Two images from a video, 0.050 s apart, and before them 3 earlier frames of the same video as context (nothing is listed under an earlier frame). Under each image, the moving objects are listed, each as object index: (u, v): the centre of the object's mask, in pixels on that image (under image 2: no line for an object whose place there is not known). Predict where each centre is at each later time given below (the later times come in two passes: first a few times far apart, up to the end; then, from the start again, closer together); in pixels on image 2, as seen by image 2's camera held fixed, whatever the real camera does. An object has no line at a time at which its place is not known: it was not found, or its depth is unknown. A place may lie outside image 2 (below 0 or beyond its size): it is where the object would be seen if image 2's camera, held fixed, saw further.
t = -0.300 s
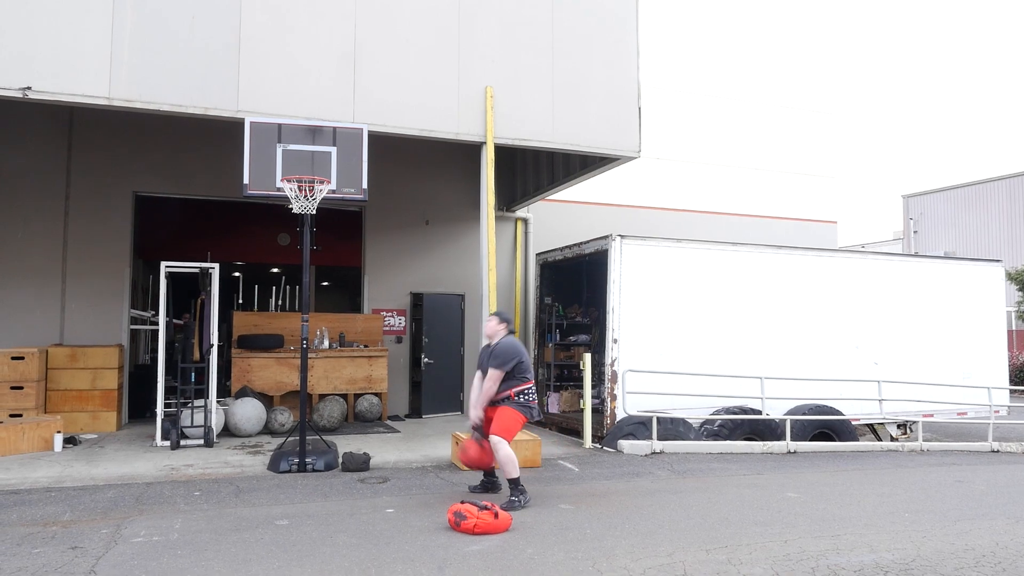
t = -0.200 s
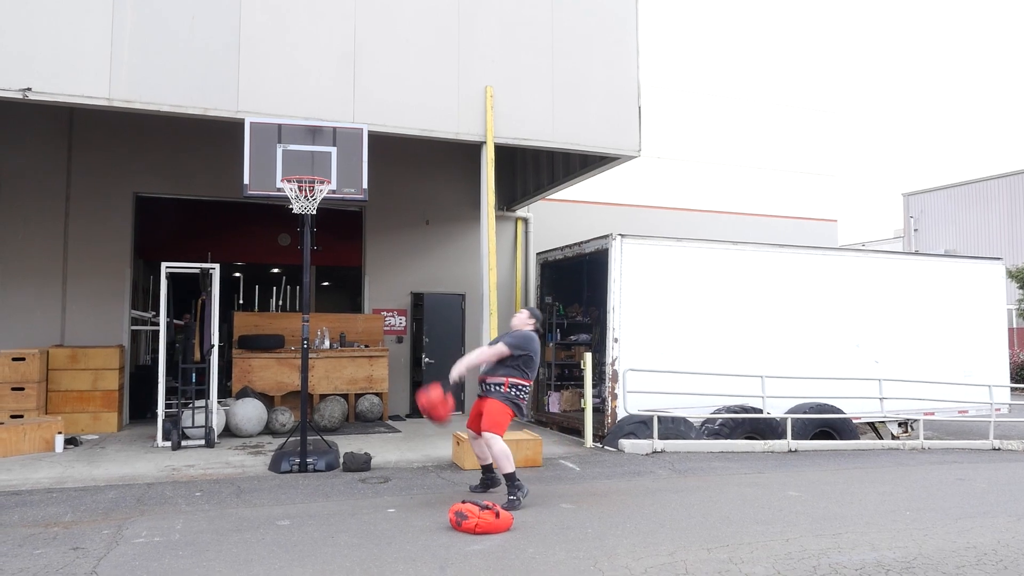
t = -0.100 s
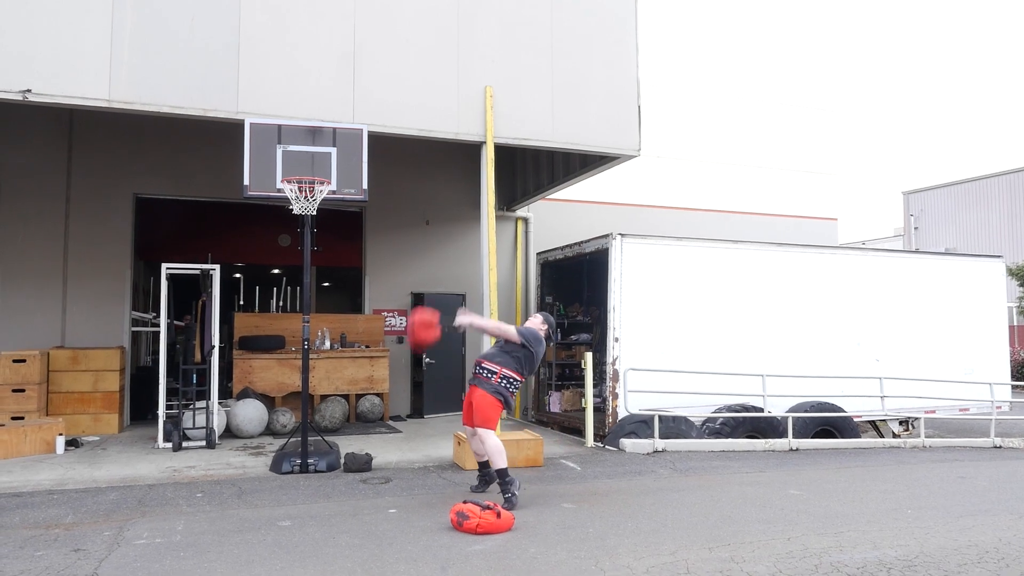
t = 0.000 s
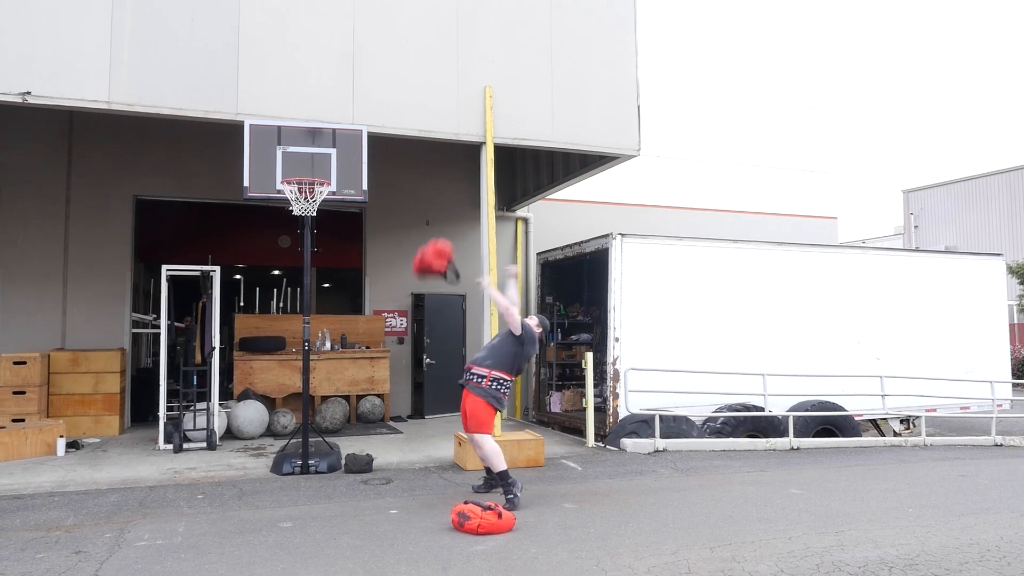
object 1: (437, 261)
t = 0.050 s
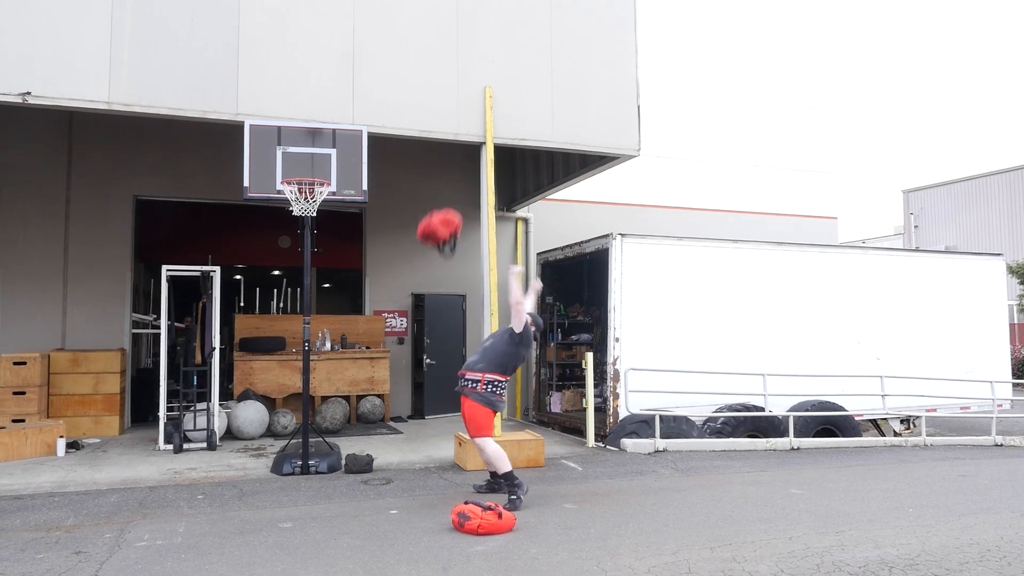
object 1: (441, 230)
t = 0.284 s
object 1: (473, 117)
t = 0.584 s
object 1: (520, 62)
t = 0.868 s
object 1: (558, 99)
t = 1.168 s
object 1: (599, 214)
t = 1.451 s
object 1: (641, 407)
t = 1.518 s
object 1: (651, 463)
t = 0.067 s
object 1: (442, 220)
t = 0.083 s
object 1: (444, 210)
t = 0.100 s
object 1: (446, 200)
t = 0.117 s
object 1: (448, 190)
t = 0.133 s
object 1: (451, 181)
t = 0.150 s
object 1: (453, 173)
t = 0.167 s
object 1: (456, 164)
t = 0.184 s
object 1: (458, 158)
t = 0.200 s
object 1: (460, 151)
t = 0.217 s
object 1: (463, 144)
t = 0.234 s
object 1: (465, 137)
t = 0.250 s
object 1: (468, 130)
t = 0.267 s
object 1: (470, 124)
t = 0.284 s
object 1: (473, 117)
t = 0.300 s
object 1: (475, 112)
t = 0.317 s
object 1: (478, 107)
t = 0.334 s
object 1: (480, 101)
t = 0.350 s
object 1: (483, 97)
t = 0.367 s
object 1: (485, 92)
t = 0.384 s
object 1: (488, 88)
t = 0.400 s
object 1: (490, 84)
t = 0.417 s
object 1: (493, 80)
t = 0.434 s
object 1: (495, 77)
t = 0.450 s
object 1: (498, 74)
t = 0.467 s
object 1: (501, 71)
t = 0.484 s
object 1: (503, 69)
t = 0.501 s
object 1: (506, 67)
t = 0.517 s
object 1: (509, 65)
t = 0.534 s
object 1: (512, 64)
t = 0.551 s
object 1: (515, 63)
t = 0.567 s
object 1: (517, 63)
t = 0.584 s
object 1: (520, 62)
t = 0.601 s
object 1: (523, 63)
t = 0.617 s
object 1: (525, 63)
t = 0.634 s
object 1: (528, 64)
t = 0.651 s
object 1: (530, 65)
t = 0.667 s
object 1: (532, 66)
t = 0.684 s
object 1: (534, 68)
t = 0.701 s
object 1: (537, 69)
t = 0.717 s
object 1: (539, 71)
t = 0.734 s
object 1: (541, 73)
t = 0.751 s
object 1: (543, 76)
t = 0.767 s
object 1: (546, 79)
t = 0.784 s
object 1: (548, 81)
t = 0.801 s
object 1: (550, 85)
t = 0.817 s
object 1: (552, 88)
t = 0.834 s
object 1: (554, 91)
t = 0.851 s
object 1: (556, 95)
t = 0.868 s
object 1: (558, 99)
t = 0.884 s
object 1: (560, 103)
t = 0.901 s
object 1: (563, 108)
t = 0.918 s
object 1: (564, 112)
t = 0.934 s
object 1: (567, 118)
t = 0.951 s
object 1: (569, 122)
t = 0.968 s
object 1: (571, 128)
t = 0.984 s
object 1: (573, 135)
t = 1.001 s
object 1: (576, 141)
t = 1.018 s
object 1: (578, 147)
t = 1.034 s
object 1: (581, 154)
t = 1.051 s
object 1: (582, 160)
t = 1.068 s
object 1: (584, 166)
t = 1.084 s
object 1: (586, 172)
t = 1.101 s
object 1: (589, 179)
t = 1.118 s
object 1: (591, 187)
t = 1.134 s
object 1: (594, 197)
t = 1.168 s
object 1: (599, 214)
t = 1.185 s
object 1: (601, 224)
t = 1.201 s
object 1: (603, 233)
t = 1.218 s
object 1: (605, 243)
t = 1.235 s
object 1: (608, 252)
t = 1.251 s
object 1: (609, 261)
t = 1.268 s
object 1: (611, 272)
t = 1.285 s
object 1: (614, 282)
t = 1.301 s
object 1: (616, 293)
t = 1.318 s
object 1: (619, 305)
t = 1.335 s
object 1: (622, 316)
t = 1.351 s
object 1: (625, 328)
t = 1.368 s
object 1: (628, 340)
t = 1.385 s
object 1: (631, 352)
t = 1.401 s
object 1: (632, 366)
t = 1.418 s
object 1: (635, 378)
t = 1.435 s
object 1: (638, 391)
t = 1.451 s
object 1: (641, 407)
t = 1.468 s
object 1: (644, 421)
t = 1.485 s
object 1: (644, 432)
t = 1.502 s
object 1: (648, 446)
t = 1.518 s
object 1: (651, 463)
